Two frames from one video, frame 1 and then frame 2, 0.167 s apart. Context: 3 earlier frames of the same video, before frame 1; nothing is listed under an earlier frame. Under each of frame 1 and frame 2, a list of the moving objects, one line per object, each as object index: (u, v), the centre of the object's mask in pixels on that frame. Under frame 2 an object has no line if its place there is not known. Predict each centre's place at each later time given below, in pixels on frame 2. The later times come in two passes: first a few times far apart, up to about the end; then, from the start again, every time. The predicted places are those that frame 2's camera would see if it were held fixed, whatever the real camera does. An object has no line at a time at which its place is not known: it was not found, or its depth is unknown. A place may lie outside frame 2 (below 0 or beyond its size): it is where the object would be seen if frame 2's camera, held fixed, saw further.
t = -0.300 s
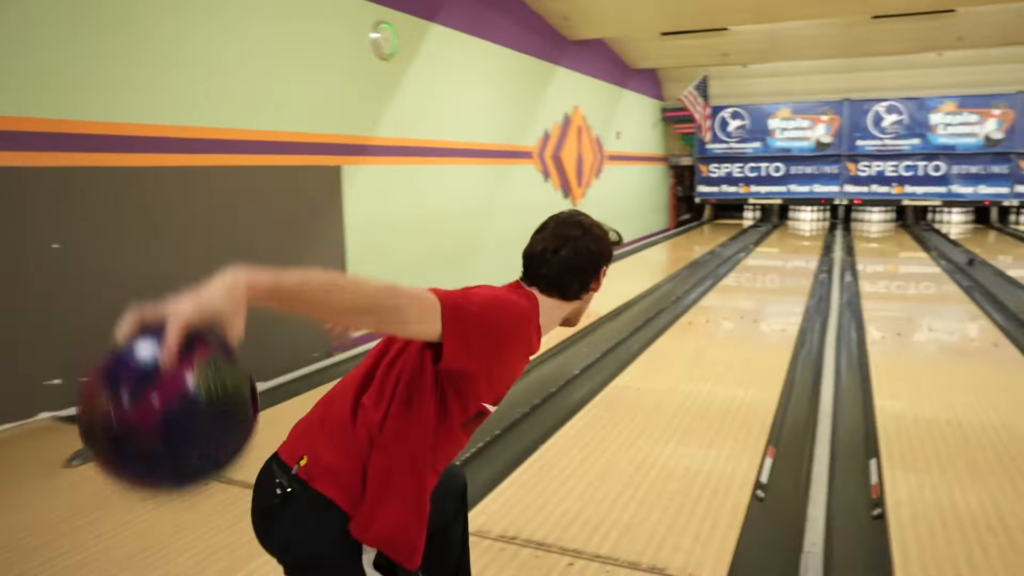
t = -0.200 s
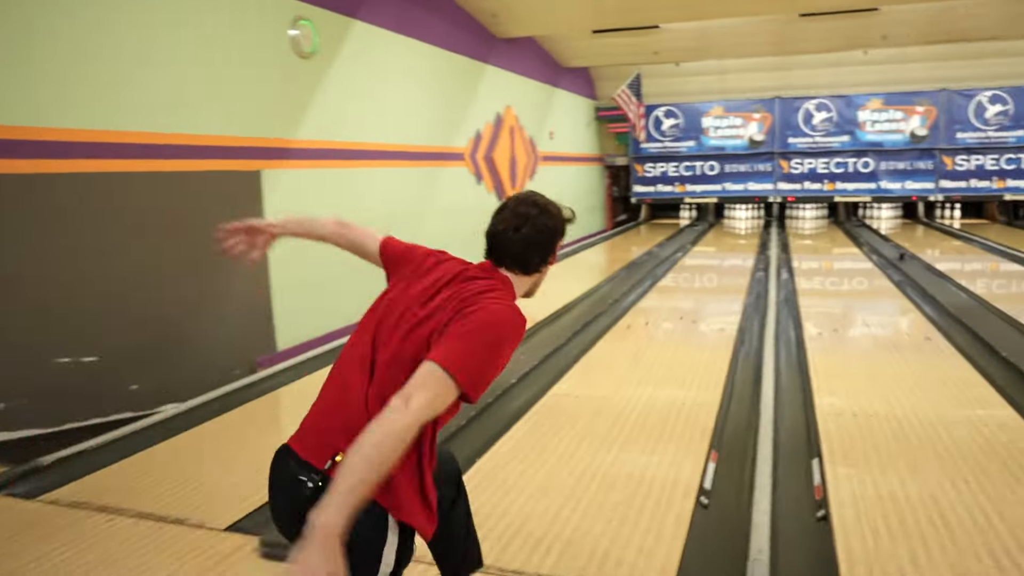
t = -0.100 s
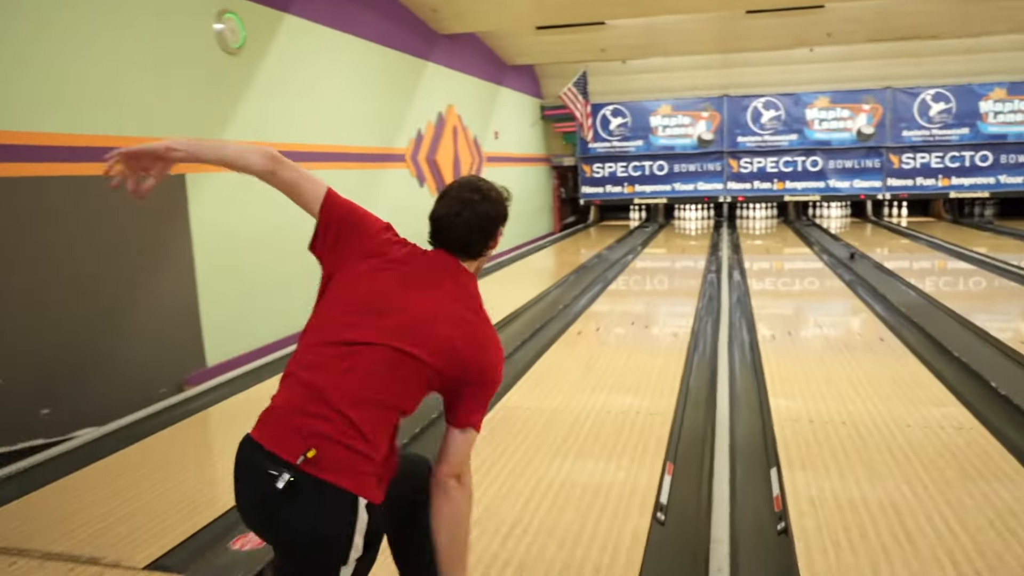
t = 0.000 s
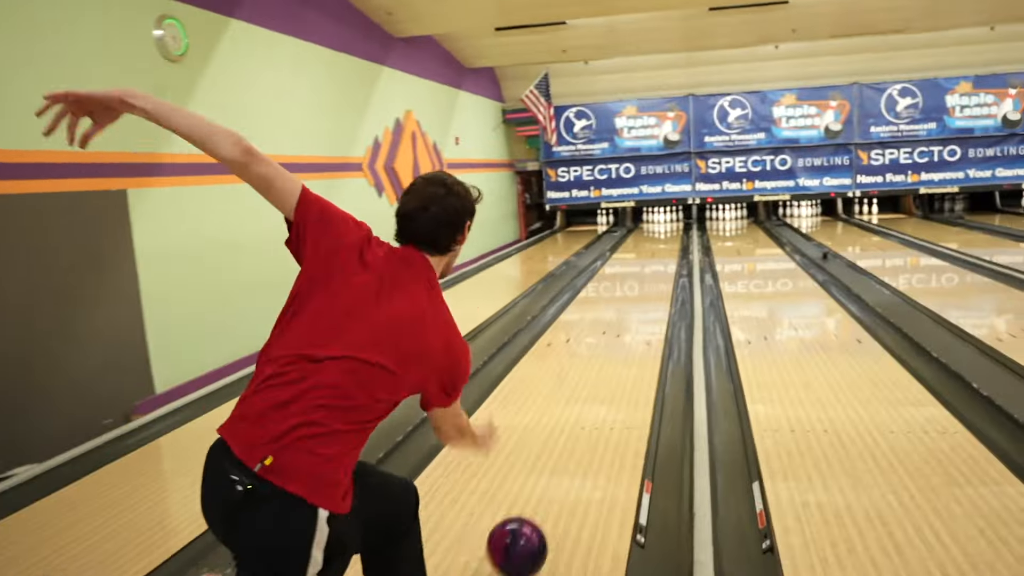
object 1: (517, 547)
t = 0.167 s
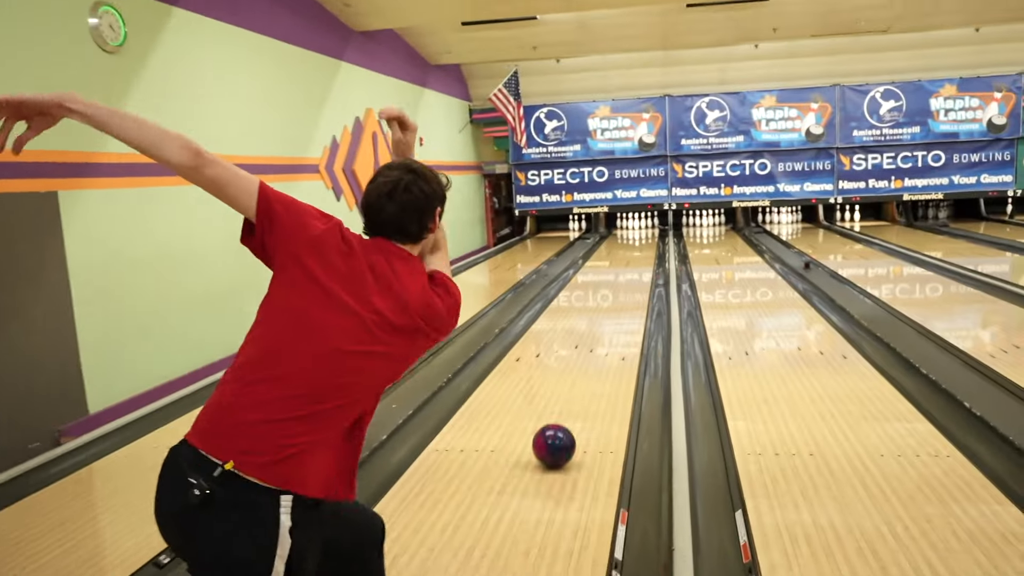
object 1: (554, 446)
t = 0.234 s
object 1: (570, 412)
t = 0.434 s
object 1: (599, 347)
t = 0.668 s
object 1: (617, 306)
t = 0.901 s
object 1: (629, 279)
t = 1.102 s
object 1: (635, 262)
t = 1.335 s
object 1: (639, 250)
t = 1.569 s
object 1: (643, 246)
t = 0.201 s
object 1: (563, 428)
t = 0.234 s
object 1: (570, 412)
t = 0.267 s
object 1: (577, 398)
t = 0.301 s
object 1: (582, 385)
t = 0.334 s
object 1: (587, 374)
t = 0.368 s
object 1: (592, 364)
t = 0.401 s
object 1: (596, 355)
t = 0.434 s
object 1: (599, 347)
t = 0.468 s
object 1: (602, 339)
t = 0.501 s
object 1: (605, 332)
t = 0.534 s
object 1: (608, 326)
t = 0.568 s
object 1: (610, 320)
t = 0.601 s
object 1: (612, 315)
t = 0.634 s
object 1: (615, 310)
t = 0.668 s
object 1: (617, 306)
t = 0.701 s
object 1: (619, 301)
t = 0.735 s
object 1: (621, 297)
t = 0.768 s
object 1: (623, 293)
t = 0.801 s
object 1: (624, 289)
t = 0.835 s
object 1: (626, 286)
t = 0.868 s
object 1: (627, 282)
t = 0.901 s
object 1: (629, 279)
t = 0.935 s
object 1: (630, 276)
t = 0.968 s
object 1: (631, 272)
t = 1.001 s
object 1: (633, 270)
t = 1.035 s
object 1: (634, 267)
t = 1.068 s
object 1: (634, 264)
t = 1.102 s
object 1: (635, 262)
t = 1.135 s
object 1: (635, 260)
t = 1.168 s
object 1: (636, 258)
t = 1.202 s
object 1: (636, 256)
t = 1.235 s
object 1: (637, 254)
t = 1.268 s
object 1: (638, 252)
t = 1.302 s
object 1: (639, 251)
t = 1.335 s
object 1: (639, 250)
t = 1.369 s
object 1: (640, 248)
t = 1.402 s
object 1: (640, 247)
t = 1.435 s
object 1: (641, 247)
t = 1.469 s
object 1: (641, 246)
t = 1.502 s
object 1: (642, 245)
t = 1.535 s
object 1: (643, 246)
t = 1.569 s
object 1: (643, 246)
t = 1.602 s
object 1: (644, 246)
